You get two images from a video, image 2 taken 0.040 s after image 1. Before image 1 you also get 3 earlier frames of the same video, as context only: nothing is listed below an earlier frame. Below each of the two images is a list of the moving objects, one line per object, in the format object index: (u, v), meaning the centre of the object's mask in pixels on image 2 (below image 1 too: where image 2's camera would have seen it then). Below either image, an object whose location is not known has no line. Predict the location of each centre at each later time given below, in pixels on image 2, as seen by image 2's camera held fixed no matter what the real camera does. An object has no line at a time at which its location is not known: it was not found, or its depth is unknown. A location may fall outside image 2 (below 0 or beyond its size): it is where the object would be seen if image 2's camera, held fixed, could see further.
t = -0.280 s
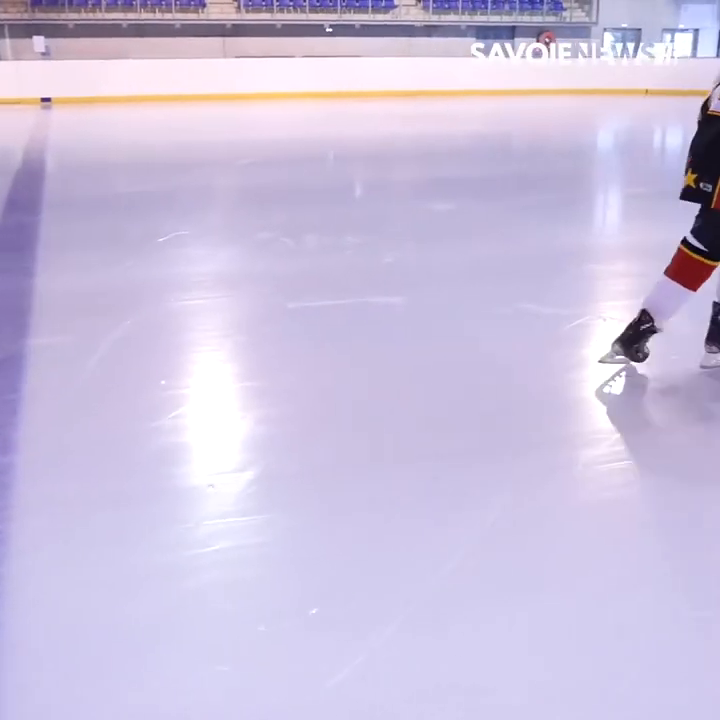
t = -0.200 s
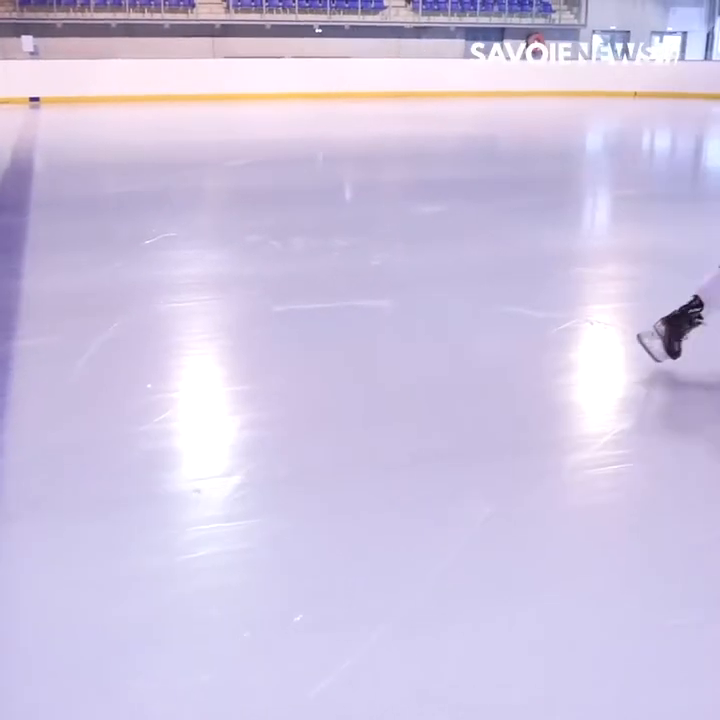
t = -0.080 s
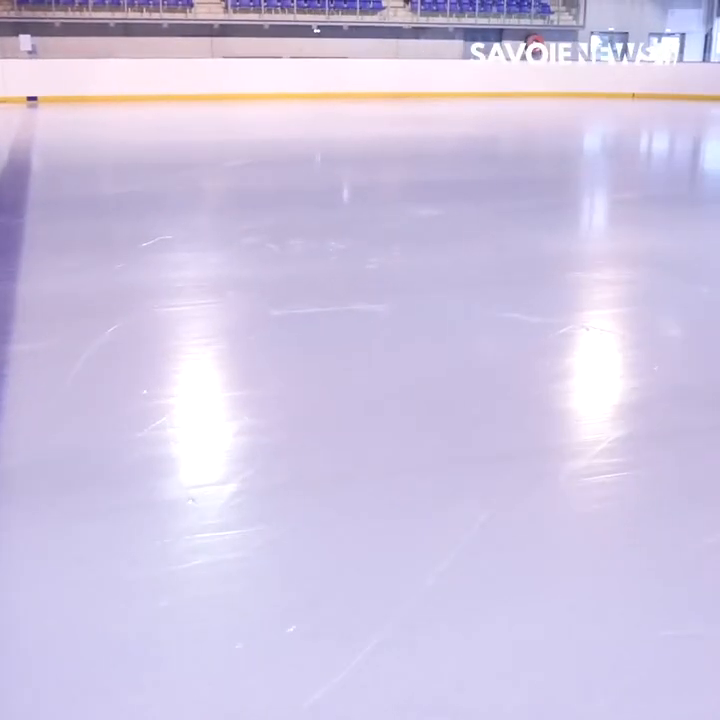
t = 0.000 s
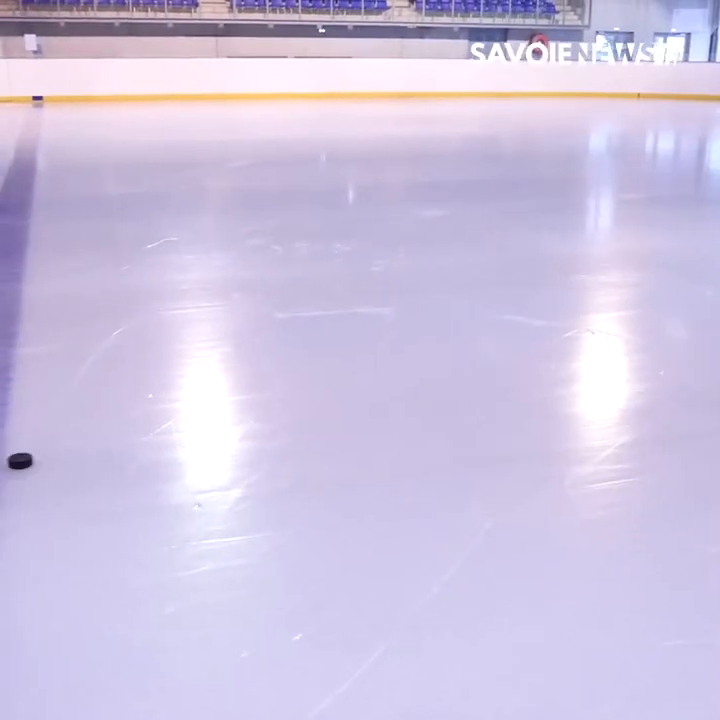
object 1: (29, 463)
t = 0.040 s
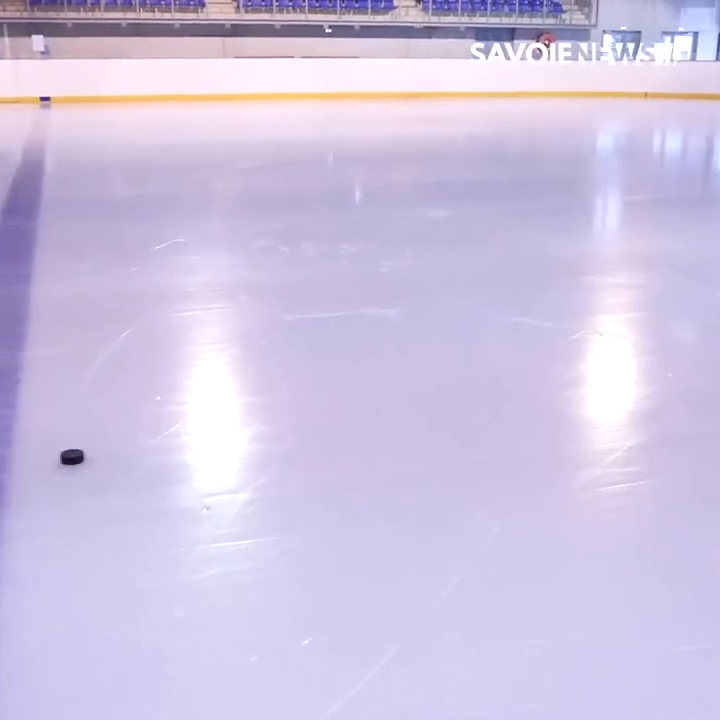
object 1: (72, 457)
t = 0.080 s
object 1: (113, 450)
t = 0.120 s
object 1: (152, 444)
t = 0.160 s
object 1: (190, 439)
